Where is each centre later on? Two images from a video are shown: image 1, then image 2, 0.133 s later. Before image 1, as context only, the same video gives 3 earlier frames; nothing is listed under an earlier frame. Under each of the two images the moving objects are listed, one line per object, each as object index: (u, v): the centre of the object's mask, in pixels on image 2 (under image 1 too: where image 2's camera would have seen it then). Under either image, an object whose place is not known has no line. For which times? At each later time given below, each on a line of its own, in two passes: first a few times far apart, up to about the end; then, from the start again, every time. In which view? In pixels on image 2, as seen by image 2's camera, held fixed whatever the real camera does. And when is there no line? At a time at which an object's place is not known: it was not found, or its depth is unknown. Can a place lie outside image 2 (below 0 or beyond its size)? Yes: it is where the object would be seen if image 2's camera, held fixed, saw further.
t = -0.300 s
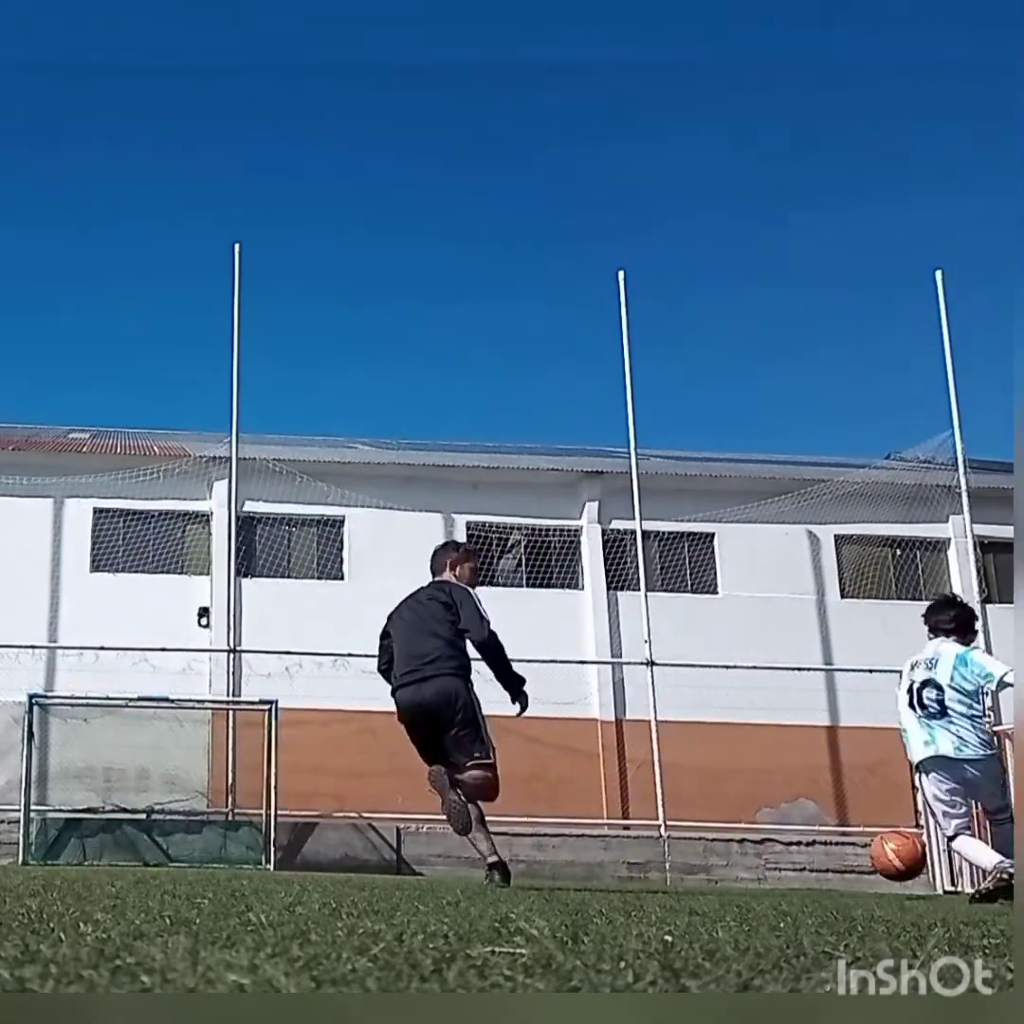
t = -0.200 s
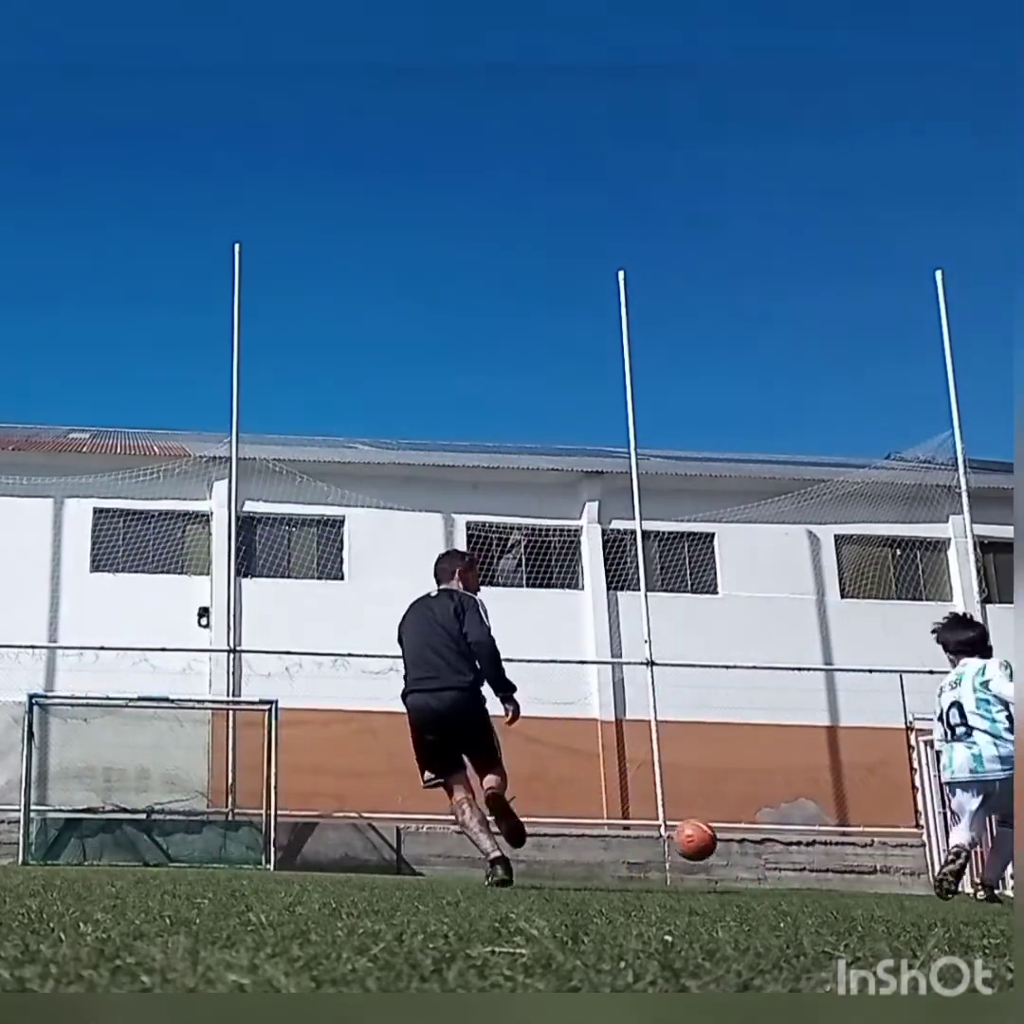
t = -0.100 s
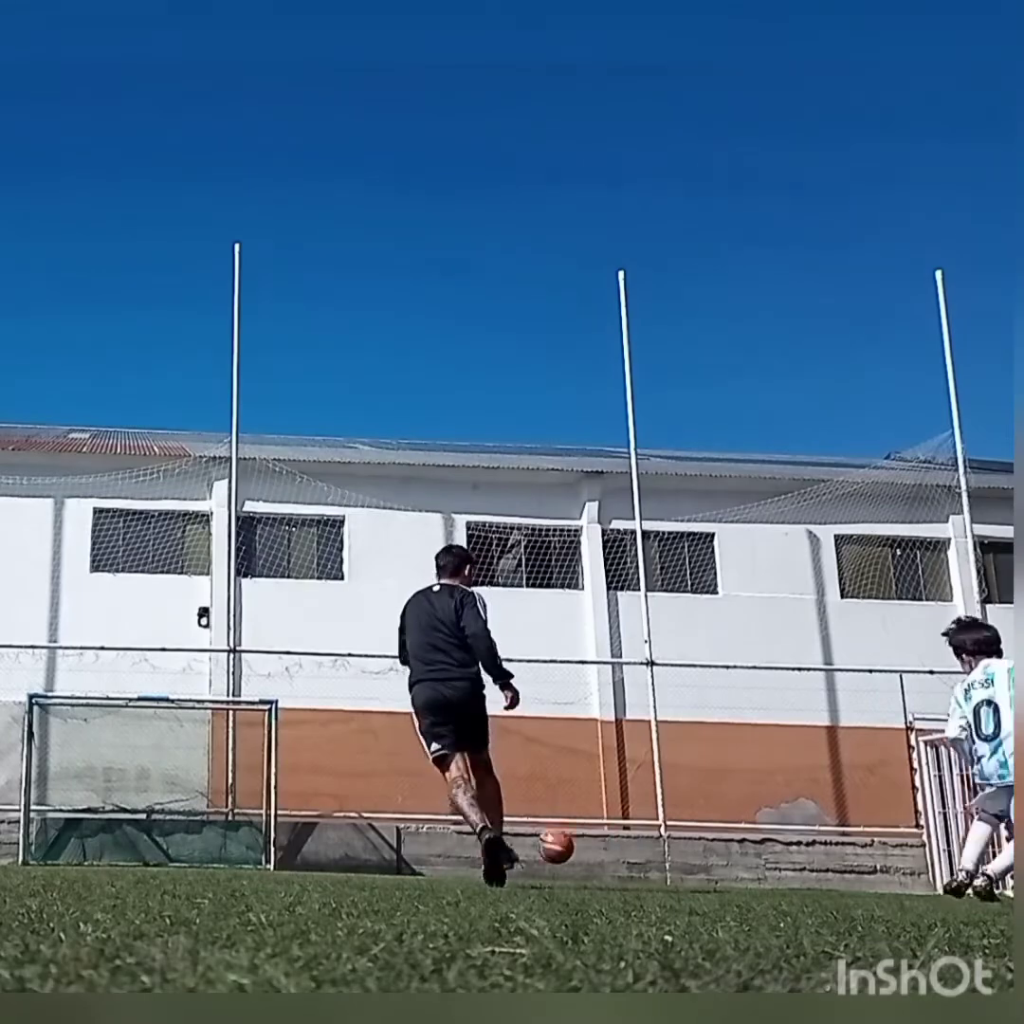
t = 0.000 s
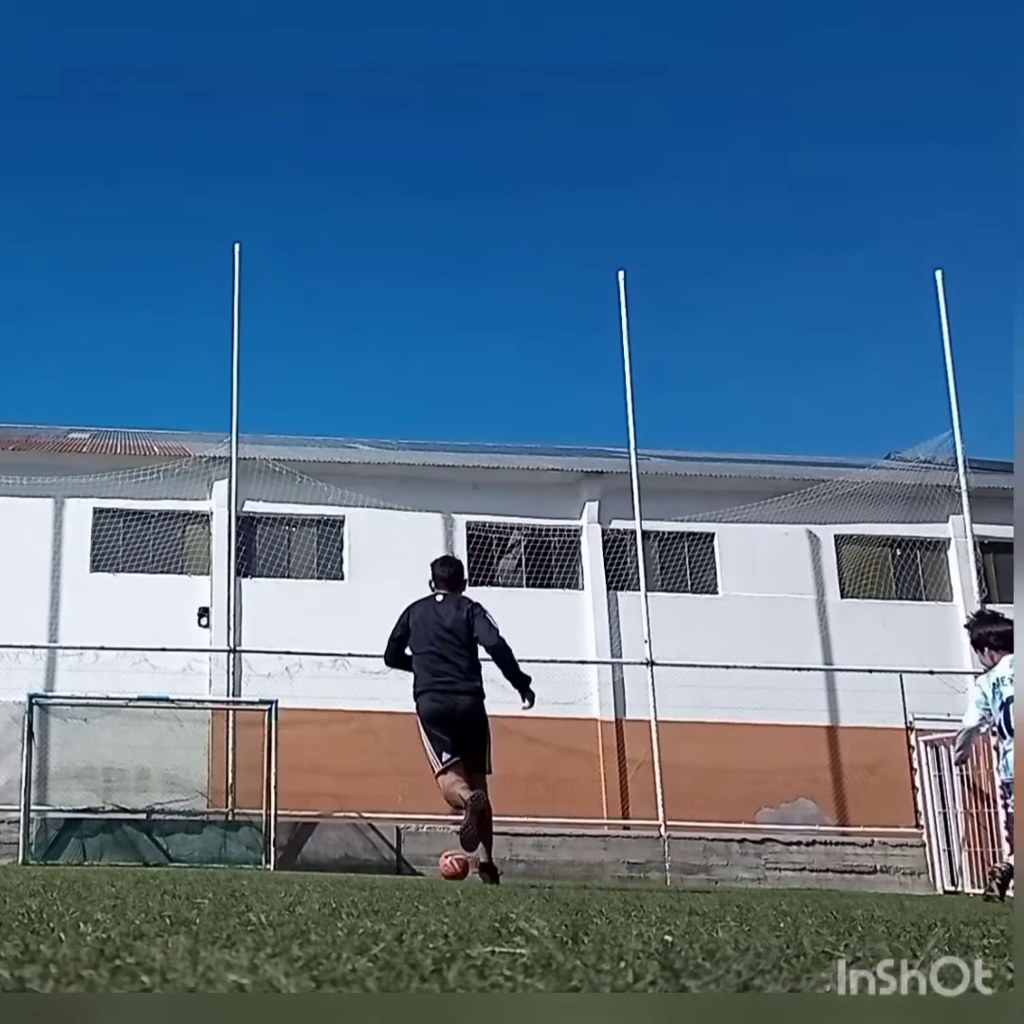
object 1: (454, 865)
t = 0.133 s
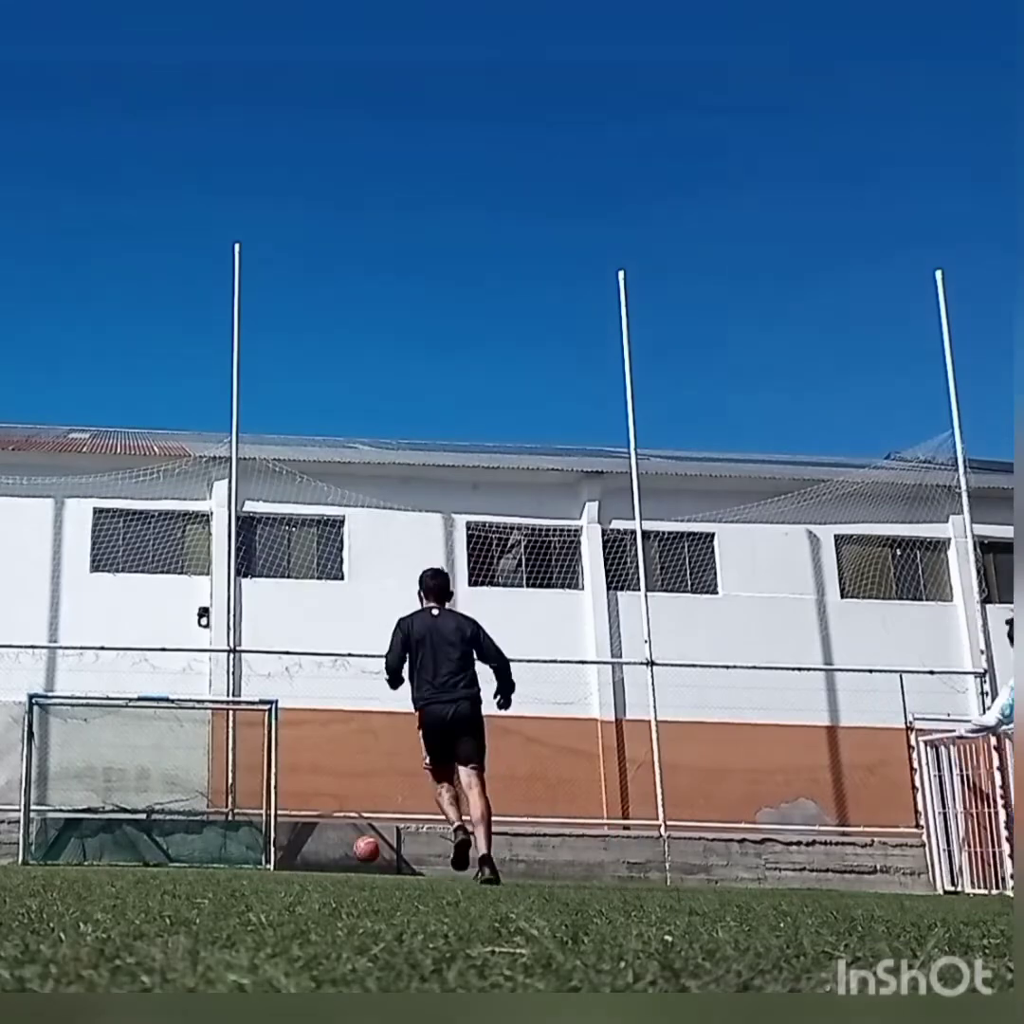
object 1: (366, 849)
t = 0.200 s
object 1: (331, 850)
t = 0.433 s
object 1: (245, 849)
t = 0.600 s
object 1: (202, 859)
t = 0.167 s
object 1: (349, 848)
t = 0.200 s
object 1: (331, 850)
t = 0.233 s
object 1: (315, 853)
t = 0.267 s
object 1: (300, 857)
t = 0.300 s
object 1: (286, 861)
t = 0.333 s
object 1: (275, 856)
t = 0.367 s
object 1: (265, 853)
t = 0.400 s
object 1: (254, 850)
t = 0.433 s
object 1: (245, 849)
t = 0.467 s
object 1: (234, 850)
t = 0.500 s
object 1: (225, 851)
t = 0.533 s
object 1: (217, 853)
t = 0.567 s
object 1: (208, 858)
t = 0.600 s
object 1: (202, 859)
